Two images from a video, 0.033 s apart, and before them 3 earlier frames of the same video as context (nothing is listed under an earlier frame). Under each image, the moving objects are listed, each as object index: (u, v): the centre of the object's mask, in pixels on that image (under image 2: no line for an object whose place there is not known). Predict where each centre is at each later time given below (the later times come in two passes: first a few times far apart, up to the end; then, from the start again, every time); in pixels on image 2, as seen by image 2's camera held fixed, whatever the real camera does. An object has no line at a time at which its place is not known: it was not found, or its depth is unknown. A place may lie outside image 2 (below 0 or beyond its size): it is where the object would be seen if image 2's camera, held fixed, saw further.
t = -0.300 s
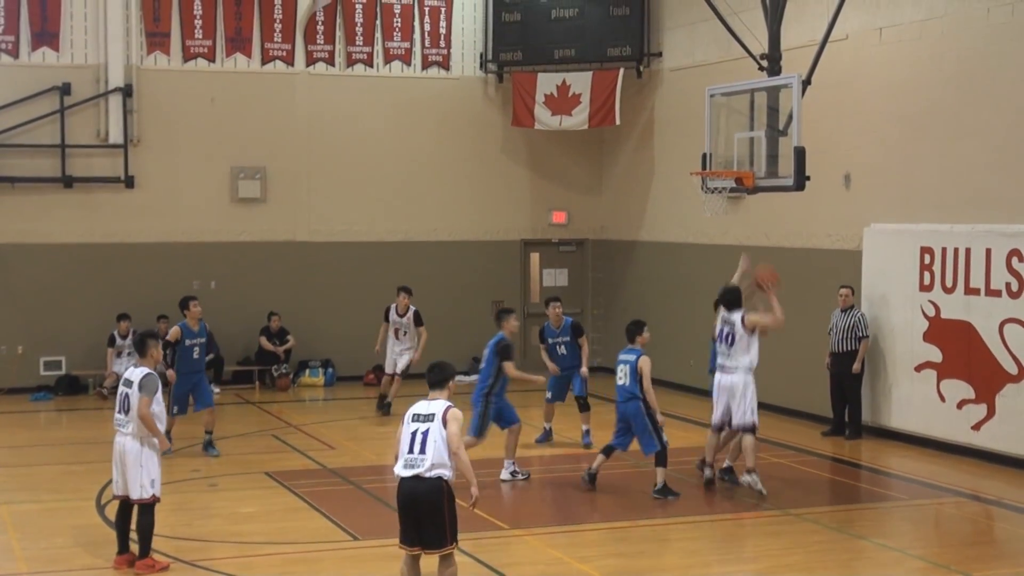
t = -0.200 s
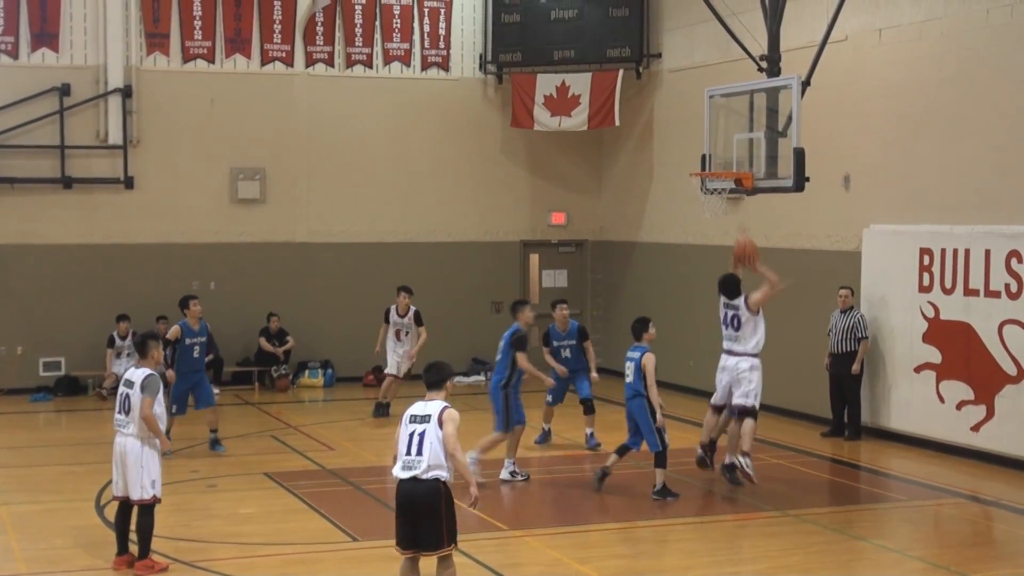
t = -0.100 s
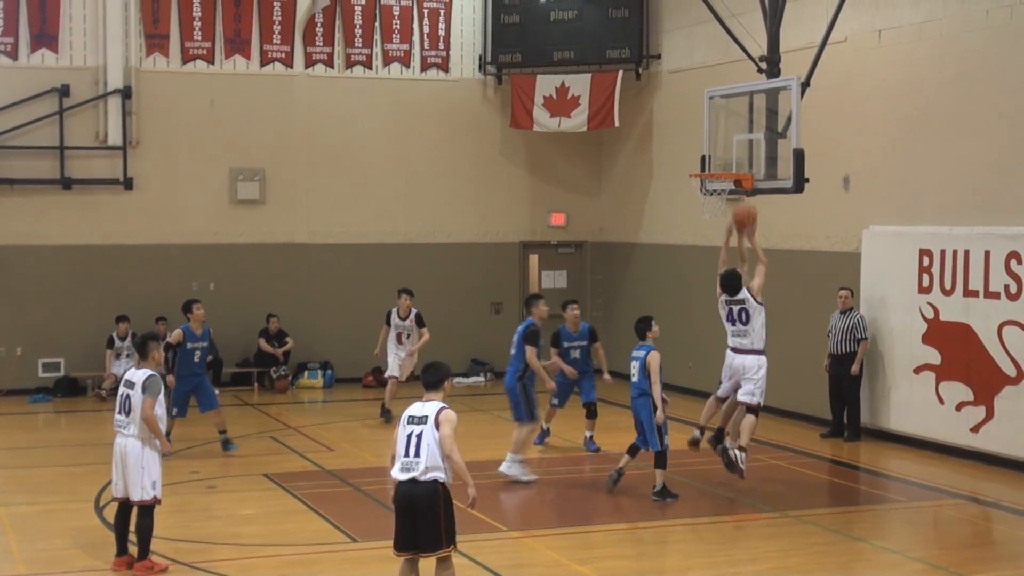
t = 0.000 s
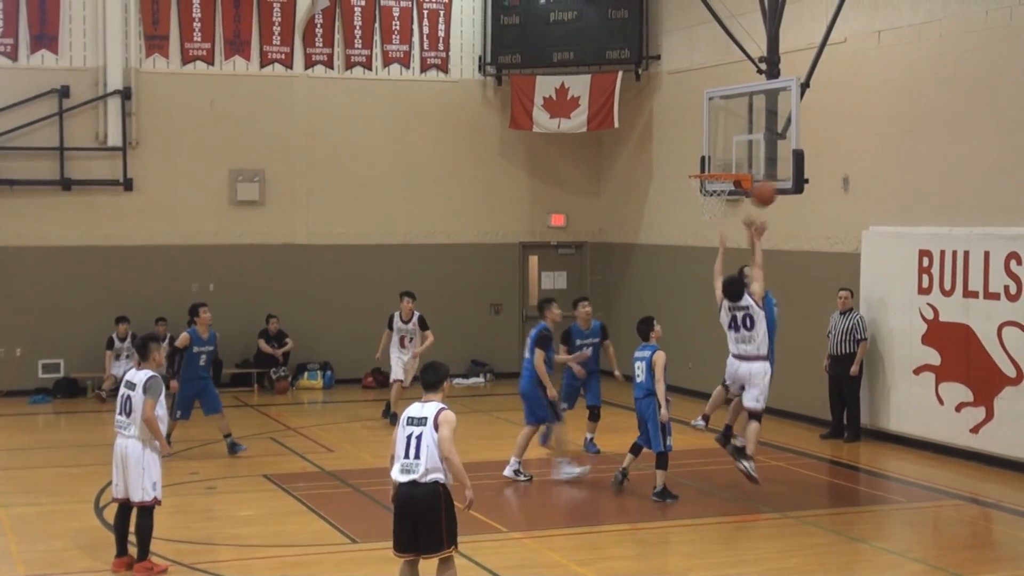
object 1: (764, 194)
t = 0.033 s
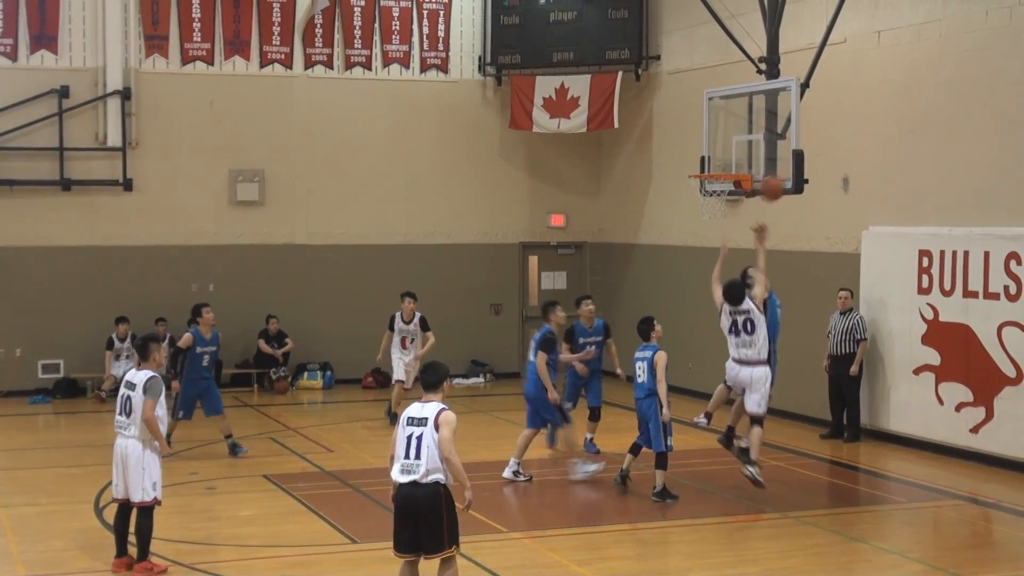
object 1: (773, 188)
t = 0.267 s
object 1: (834, 178)
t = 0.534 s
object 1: (907, 238)
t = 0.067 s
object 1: (780, 183)
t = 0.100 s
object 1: (790, 179)
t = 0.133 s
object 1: (798, 176)
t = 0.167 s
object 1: (806, 176)
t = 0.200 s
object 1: (816, 175)
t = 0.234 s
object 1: (824, 176)
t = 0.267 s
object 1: (834, 178)
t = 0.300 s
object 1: (843, 181)
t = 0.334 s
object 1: (852, 185)
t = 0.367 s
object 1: (861, 191)
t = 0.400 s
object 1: (869, 197)
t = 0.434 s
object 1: (879, 205)
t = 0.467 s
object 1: (889, 215)
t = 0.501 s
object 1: (898, 226)
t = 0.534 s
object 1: (907, 238)
